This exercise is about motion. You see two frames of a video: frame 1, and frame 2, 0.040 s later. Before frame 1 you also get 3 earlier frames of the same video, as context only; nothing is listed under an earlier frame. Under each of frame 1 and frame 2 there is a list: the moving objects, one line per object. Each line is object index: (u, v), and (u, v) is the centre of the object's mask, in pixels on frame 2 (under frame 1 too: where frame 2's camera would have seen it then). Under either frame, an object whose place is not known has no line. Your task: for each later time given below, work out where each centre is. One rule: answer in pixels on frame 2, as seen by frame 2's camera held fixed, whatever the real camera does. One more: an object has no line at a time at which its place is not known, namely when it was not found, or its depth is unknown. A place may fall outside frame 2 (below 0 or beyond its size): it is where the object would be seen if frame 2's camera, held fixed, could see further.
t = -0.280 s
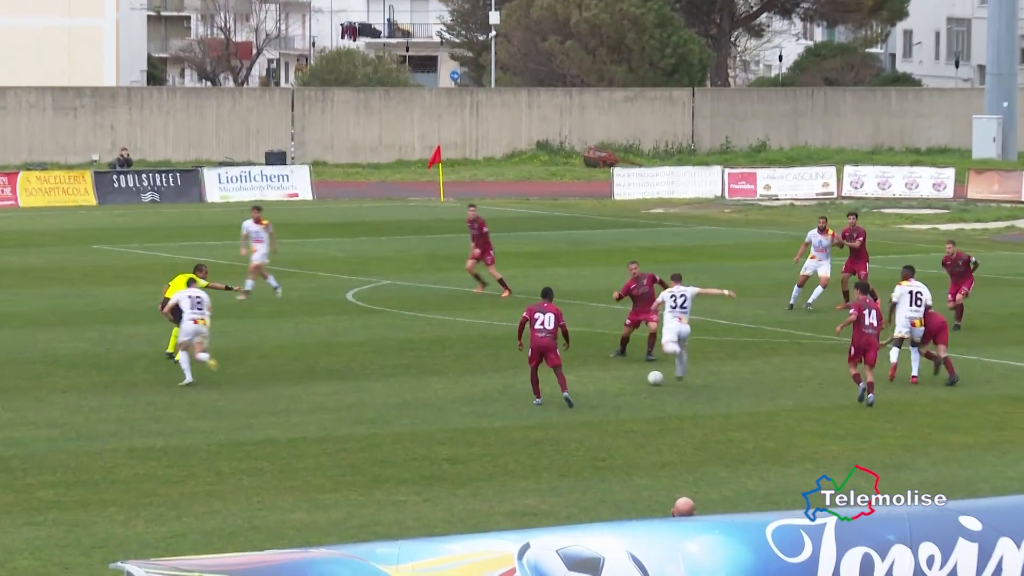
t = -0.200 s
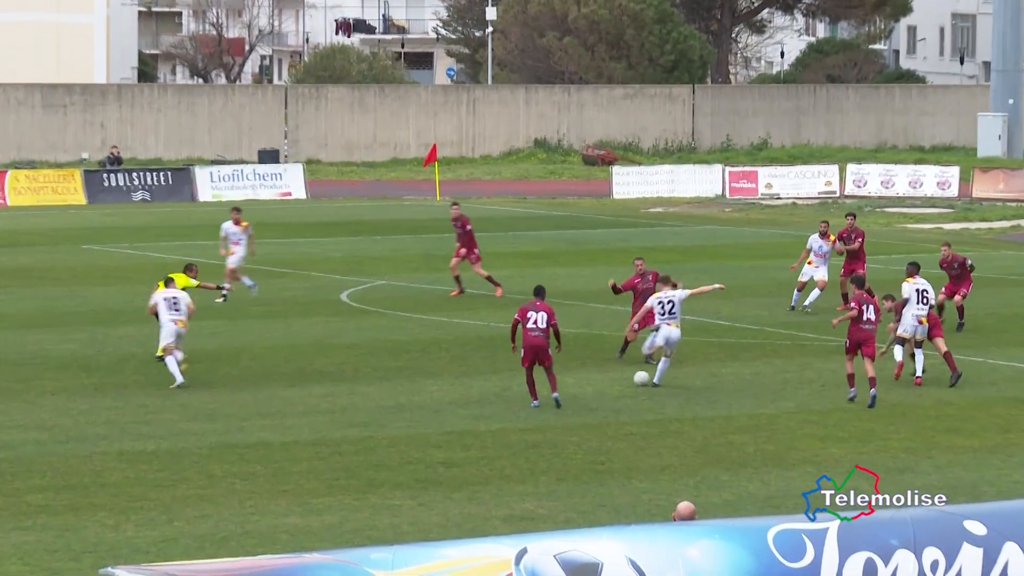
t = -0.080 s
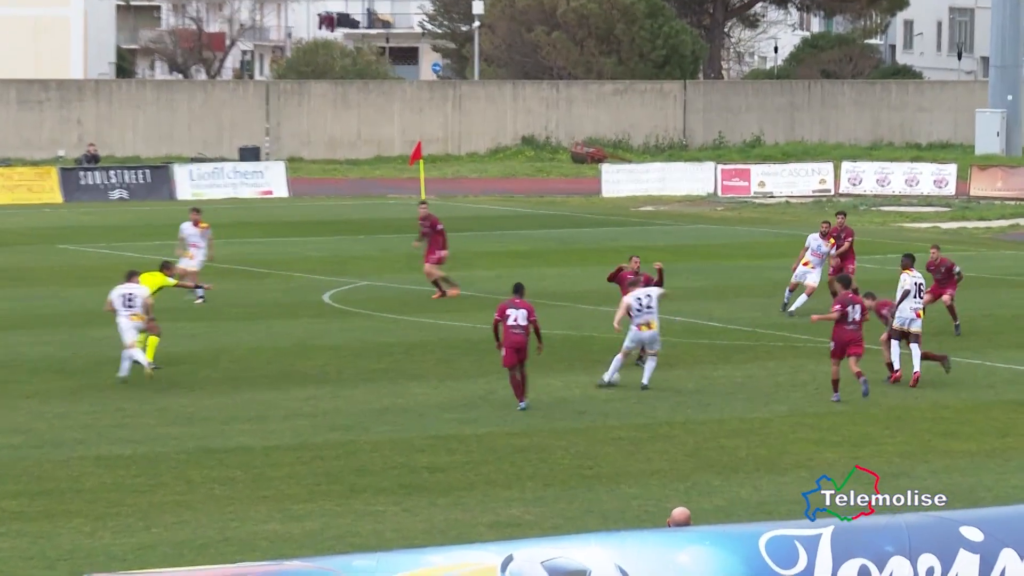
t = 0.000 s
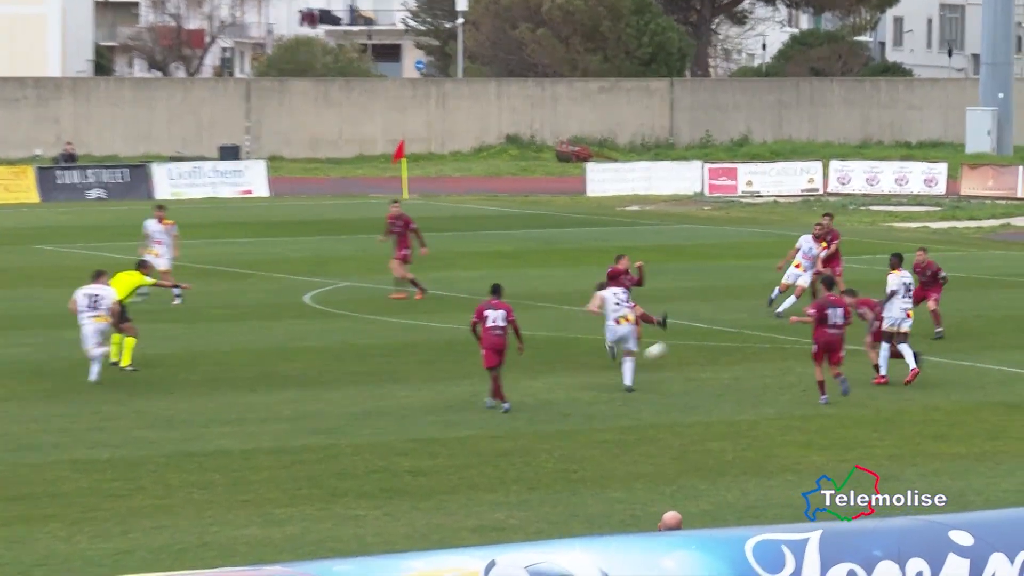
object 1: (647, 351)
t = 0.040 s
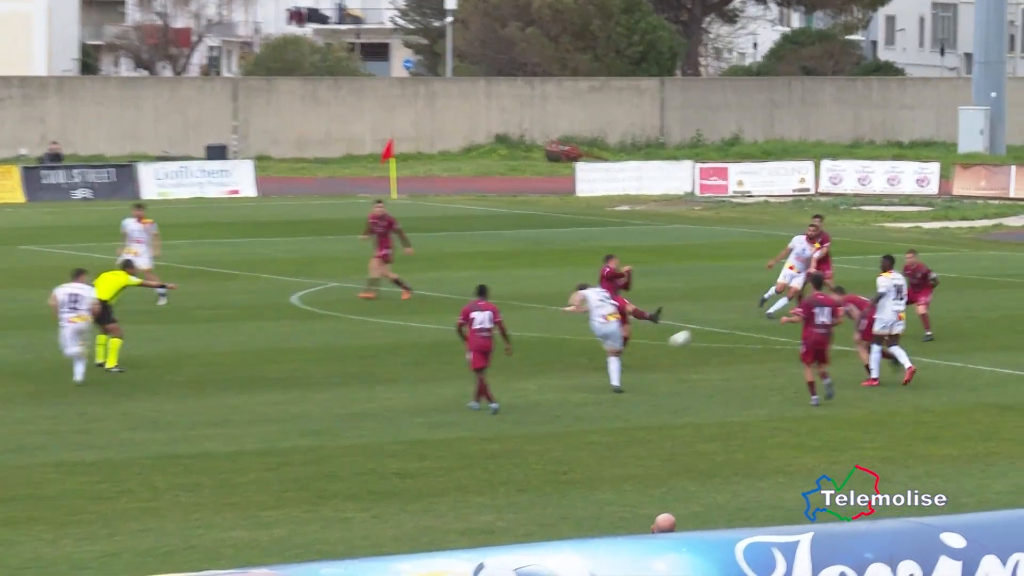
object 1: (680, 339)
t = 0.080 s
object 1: (712, 327)
